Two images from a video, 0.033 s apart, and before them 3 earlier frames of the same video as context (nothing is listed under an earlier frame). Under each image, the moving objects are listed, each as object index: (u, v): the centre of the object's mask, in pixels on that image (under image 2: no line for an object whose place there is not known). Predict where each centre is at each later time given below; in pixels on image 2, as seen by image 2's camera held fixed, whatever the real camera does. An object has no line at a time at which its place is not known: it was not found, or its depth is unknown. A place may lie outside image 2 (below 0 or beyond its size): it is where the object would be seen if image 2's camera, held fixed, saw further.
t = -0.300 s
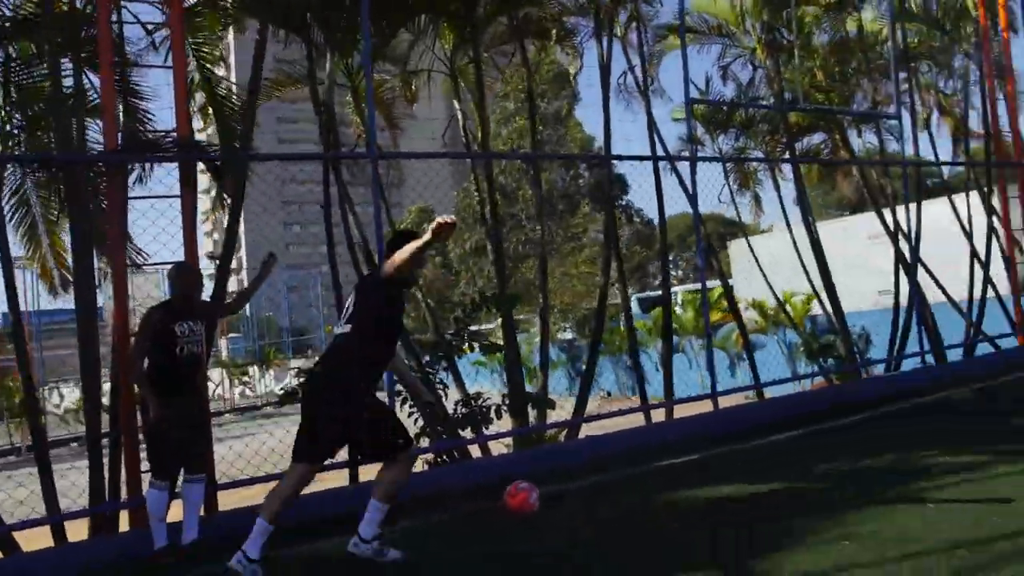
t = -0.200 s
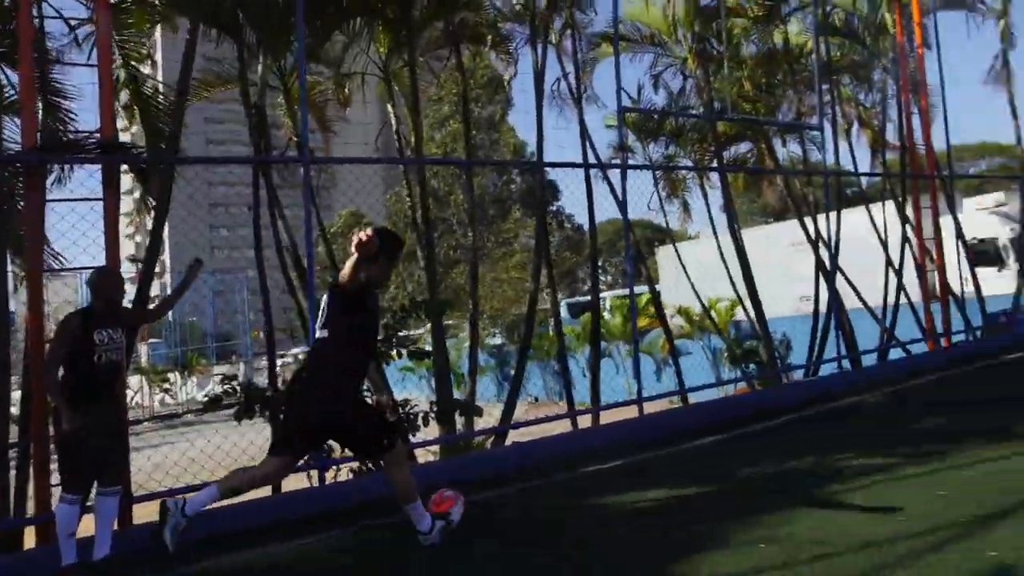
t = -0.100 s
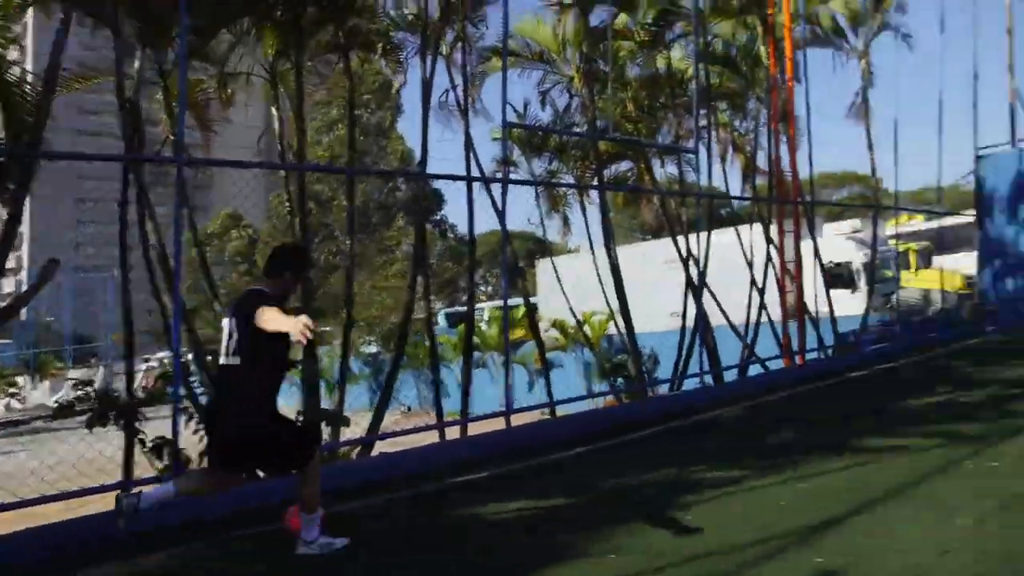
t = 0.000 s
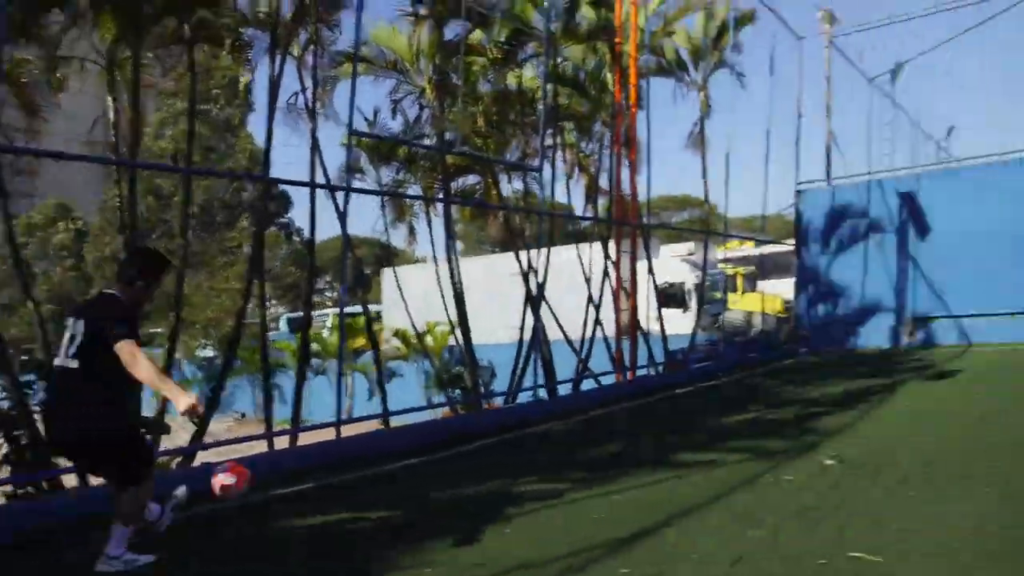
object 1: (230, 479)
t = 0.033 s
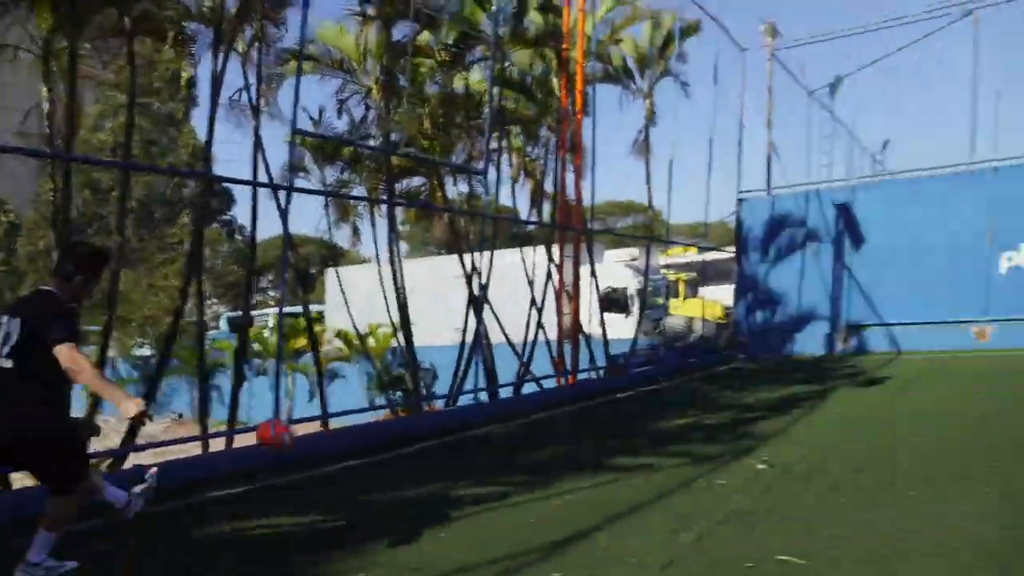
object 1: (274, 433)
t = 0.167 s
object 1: (642, 290)
